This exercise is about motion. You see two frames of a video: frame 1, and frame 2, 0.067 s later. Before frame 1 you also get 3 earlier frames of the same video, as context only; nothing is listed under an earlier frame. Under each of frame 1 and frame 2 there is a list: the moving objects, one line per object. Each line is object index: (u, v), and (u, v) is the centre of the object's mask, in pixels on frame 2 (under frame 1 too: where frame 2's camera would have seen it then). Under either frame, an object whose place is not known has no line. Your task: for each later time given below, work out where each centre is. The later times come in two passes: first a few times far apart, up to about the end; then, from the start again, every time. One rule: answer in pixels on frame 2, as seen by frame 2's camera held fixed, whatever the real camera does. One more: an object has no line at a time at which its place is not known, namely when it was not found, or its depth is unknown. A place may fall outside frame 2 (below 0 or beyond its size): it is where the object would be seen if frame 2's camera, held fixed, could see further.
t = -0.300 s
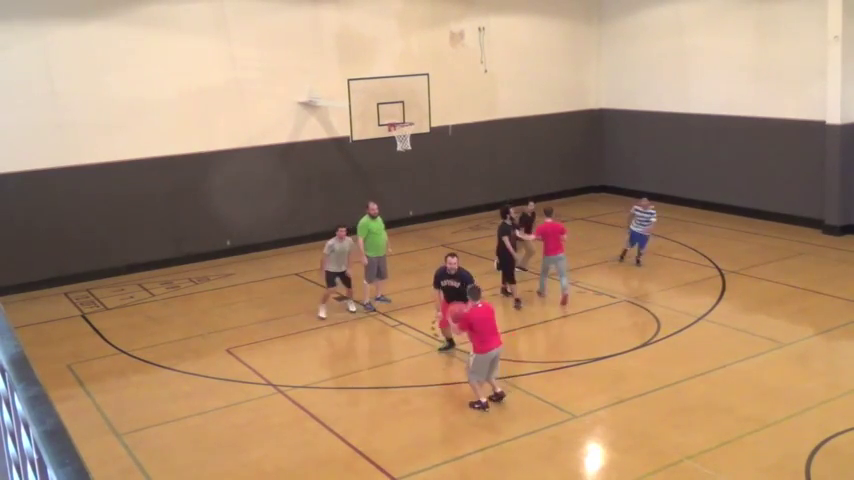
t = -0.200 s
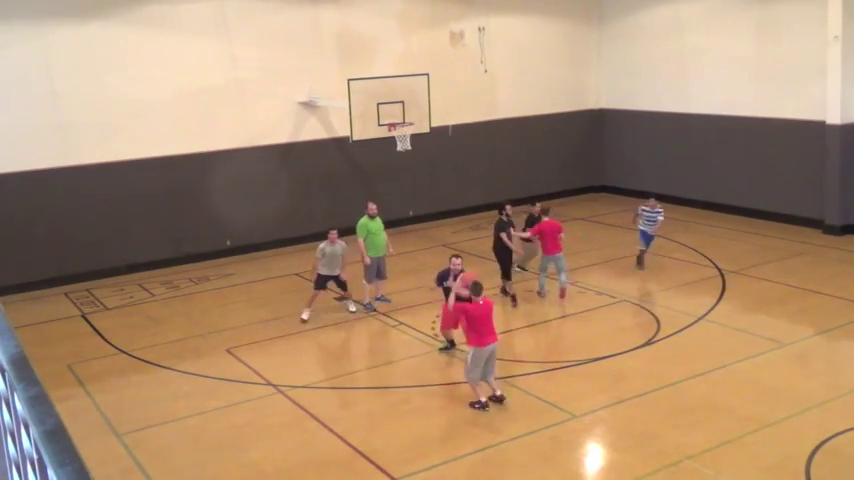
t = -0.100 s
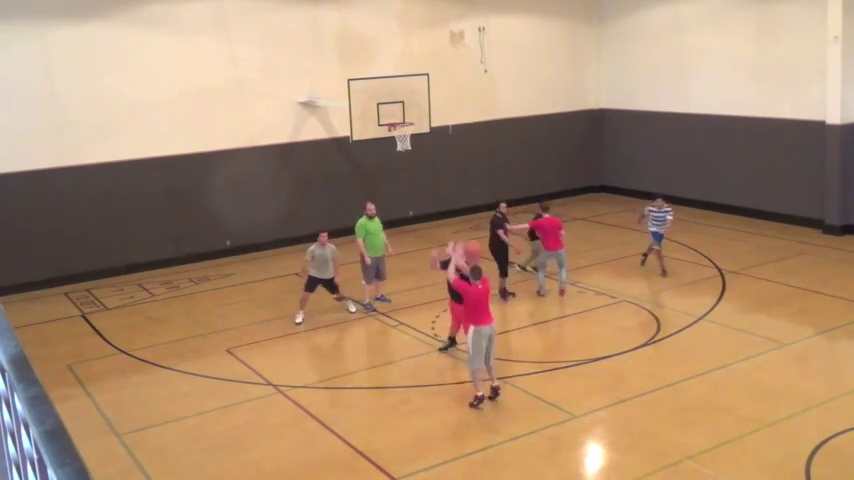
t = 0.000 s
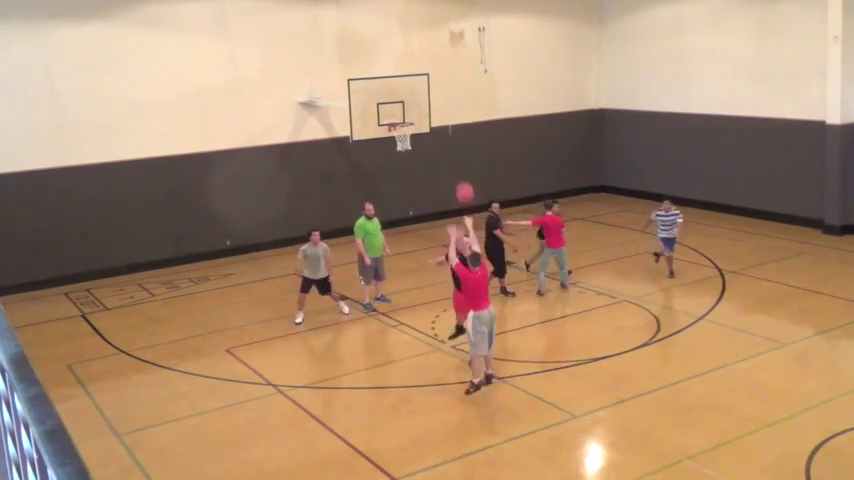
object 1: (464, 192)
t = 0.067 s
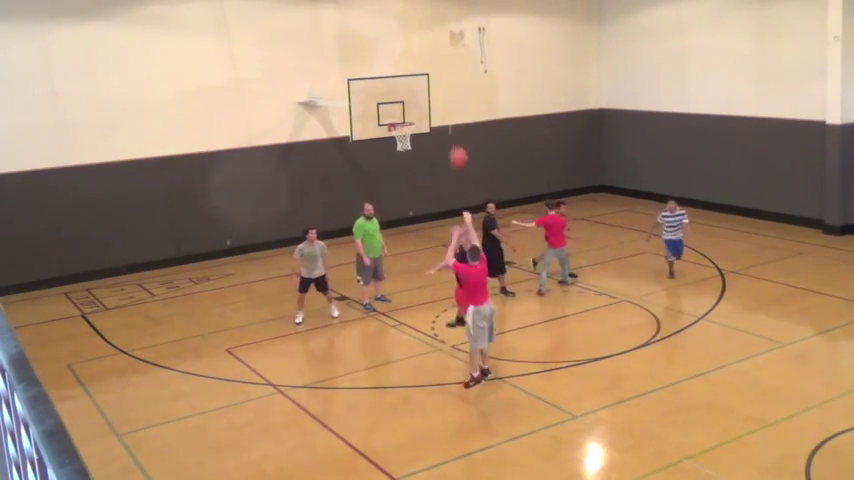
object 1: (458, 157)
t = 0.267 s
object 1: (440, 80)
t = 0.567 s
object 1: (420, 31)
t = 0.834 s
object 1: (408, 40)
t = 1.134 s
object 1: (400, 93)
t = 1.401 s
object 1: (400, 144)
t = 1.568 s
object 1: (403, 167)
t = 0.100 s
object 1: (455, 141)
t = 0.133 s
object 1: (452, 128)
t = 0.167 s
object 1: (449, 113)
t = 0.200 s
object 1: (446, 101)
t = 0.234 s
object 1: (443, 90)
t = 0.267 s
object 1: (440, 80)
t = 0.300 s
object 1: (438, 71)
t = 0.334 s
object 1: (435, 63)
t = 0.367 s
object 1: (433, 56)
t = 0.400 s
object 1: (430, 50)
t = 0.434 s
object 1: (428, 44)
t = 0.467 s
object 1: (426, 40)
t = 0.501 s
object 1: (424, 36)
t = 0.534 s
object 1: (422, 33)
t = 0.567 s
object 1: (420, 31)
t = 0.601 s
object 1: (418, 30)
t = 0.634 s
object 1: (417, 30)
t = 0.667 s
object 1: (415, 30)
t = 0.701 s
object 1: (413, 31)
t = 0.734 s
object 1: (412, 32)
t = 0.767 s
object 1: (411, 34)
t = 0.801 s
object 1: (410, 37)
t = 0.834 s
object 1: (408, 40)
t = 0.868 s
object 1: (407, 44)
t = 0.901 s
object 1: (406, 49)
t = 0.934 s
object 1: (405, 53)
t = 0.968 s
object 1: (404, 59)
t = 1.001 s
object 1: (403, 65)
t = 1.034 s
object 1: (403, 71)
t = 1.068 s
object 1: (402, 78)
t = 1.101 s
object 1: (401, 85)
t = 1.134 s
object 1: (400, 93)
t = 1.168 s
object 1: (400, 100)
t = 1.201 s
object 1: (398, 109)
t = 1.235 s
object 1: (398, 118)
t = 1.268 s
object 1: (398, 127)
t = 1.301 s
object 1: (395, 130)
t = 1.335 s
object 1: (398, 137)
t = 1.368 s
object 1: (400, 140)
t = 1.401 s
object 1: (400, 144)
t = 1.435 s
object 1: (400, 148)
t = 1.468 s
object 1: (401, 152)
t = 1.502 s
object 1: (402, 156)
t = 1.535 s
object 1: (402, 161)
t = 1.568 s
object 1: (403, 167)
